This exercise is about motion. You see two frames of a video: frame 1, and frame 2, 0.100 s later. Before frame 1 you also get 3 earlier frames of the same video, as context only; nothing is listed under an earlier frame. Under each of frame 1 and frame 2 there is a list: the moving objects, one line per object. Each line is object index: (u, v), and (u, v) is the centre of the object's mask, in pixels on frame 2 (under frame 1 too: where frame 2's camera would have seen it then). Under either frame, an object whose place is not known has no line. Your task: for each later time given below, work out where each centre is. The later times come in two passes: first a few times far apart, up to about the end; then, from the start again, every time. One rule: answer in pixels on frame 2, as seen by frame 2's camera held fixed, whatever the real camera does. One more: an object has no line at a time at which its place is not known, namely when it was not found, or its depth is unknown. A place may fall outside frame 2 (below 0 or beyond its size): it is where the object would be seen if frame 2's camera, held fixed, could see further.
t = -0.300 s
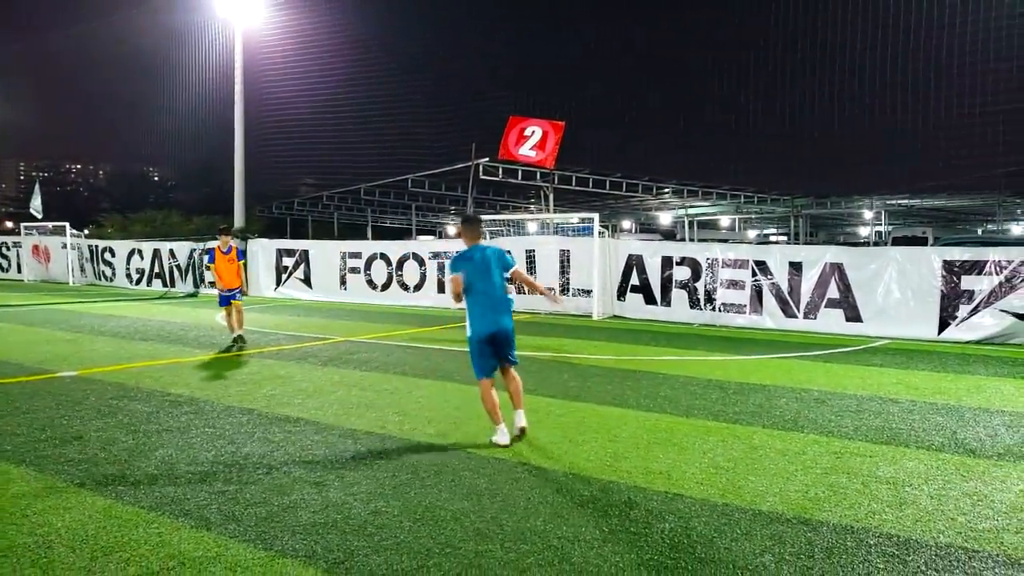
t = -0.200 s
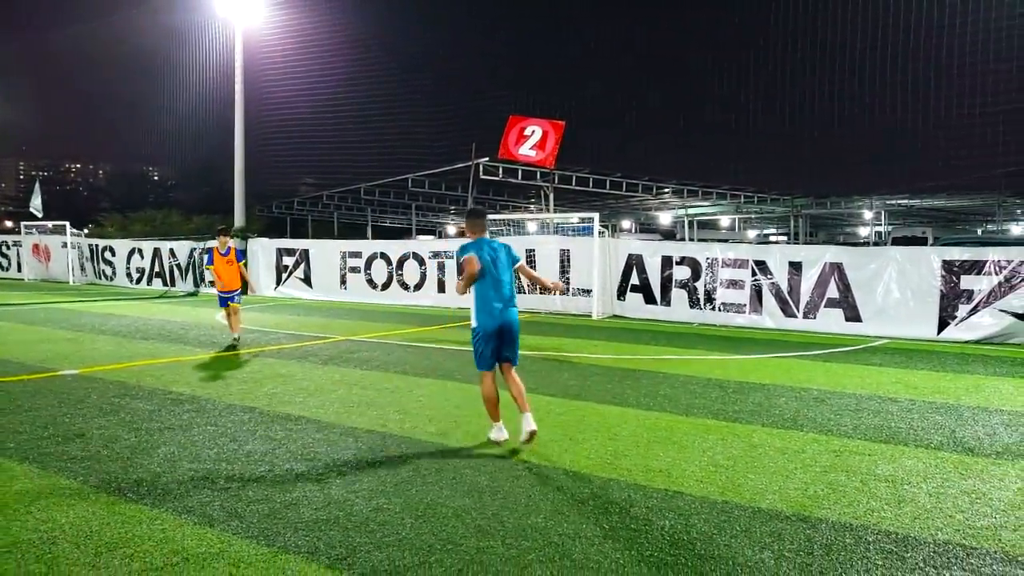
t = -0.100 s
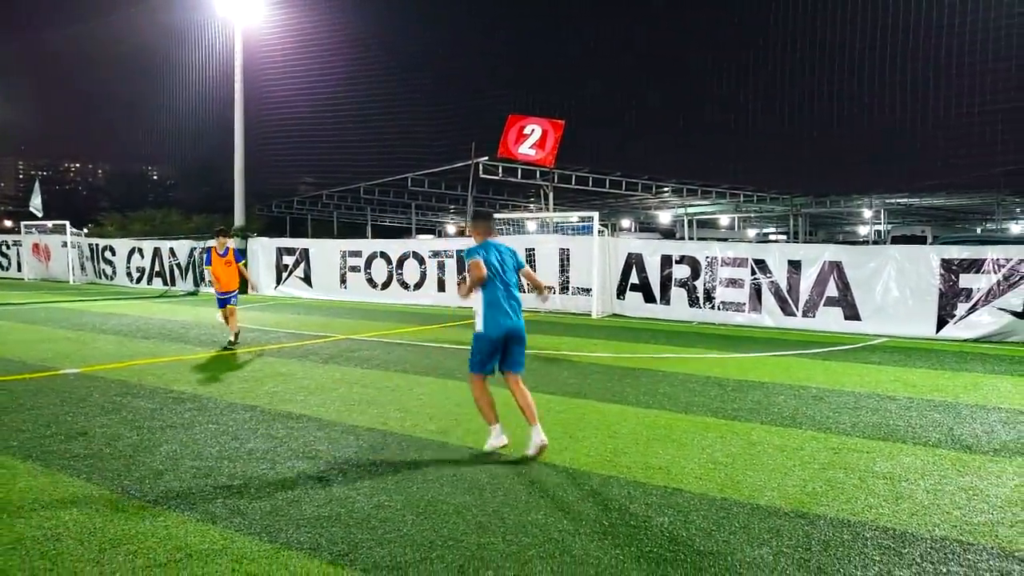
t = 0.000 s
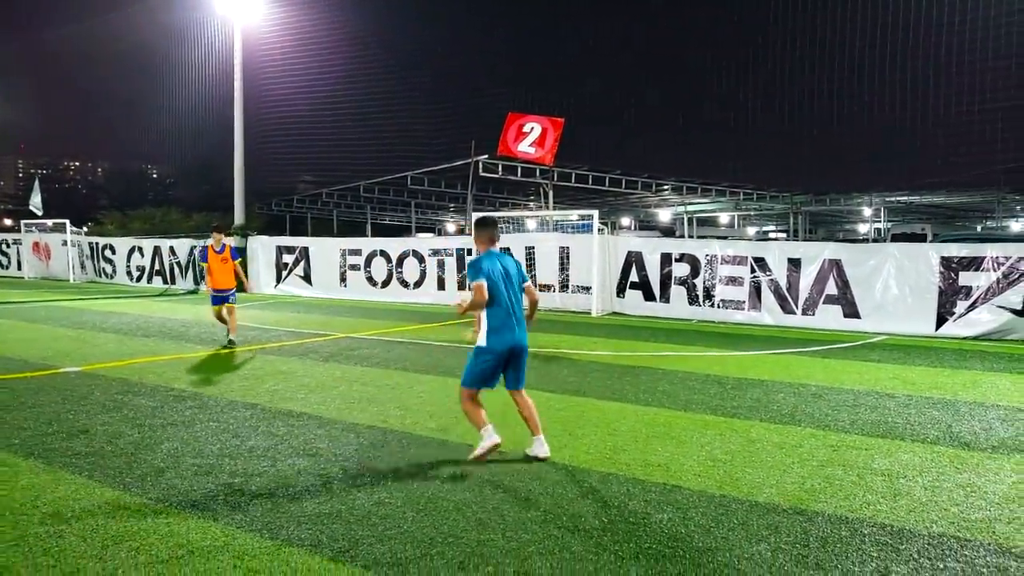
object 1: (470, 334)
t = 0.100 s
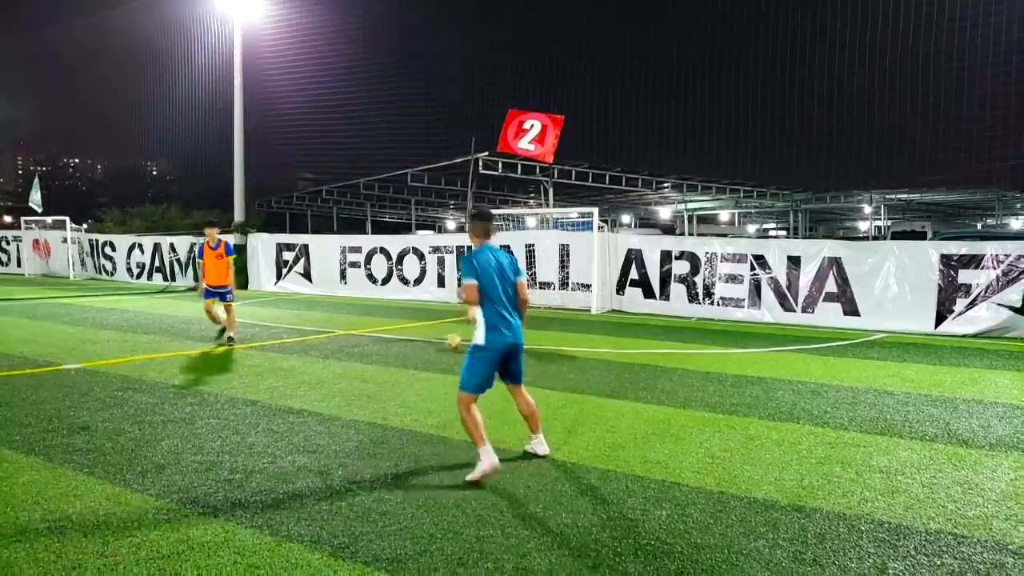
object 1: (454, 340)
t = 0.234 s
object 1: (425, 354)
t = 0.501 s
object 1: (355, 385)
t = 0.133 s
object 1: (446, 344)
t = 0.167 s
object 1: (439, 349)
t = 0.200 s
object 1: (432, 351)
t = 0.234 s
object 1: (425, 354)
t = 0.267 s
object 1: (414, 360)
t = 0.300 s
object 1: (410, 362)
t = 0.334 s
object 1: (402, 365)
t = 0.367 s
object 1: (395, 369)
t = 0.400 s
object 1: (386, 372)
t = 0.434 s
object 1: (378, 376)
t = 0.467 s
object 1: (368, 380)
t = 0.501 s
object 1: (355, 385)
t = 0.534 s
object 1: (350, 386)
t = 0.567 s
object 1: (337, 391)
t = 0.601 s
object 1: (322, 399)
